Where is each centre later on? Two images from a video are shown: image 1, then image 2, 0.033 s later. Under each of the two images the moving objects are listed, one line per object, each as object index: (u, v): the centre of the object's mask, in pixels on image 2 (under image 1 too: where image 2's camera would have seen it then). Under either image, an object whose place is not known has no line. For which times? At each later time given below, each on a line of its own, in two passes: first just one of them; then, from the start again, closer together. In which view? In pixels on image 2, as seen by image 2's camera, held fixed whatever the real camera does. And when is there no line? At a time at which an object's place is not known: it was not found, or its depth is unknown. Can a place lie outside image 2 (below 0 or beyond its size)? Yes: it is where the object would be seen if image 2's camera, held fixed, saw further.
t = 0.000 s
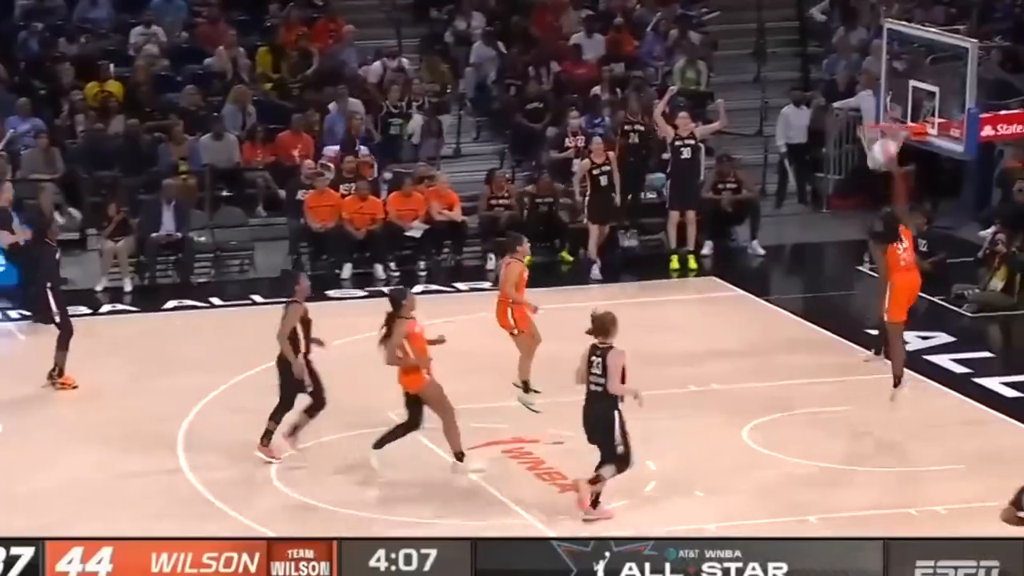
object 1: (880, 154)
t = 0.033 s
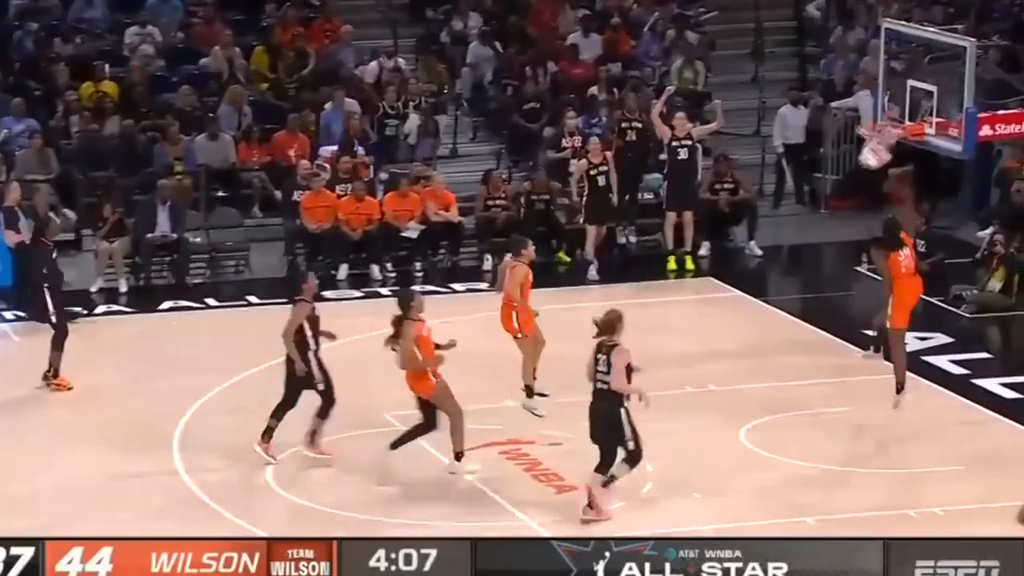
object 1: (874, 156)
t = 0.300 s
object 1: (824, 222)
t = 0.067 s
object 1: (864, 164)
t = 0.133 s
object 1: (854, 174)
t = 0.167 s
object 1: (848, 182)
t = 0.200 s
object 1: (843, 190)
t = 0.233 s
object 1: (836, 200)
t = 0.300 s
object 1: (824, 222)
